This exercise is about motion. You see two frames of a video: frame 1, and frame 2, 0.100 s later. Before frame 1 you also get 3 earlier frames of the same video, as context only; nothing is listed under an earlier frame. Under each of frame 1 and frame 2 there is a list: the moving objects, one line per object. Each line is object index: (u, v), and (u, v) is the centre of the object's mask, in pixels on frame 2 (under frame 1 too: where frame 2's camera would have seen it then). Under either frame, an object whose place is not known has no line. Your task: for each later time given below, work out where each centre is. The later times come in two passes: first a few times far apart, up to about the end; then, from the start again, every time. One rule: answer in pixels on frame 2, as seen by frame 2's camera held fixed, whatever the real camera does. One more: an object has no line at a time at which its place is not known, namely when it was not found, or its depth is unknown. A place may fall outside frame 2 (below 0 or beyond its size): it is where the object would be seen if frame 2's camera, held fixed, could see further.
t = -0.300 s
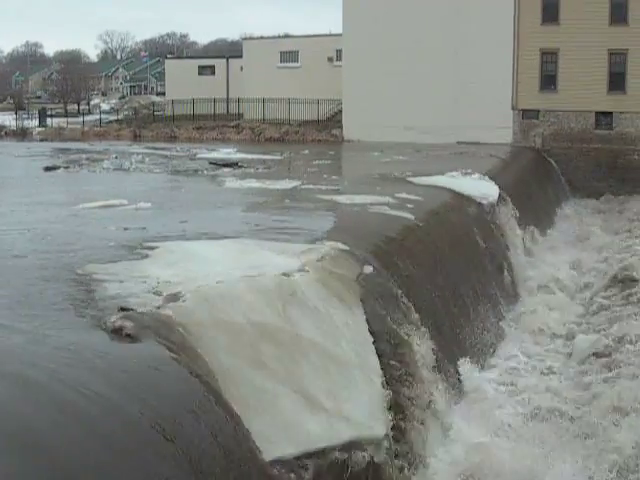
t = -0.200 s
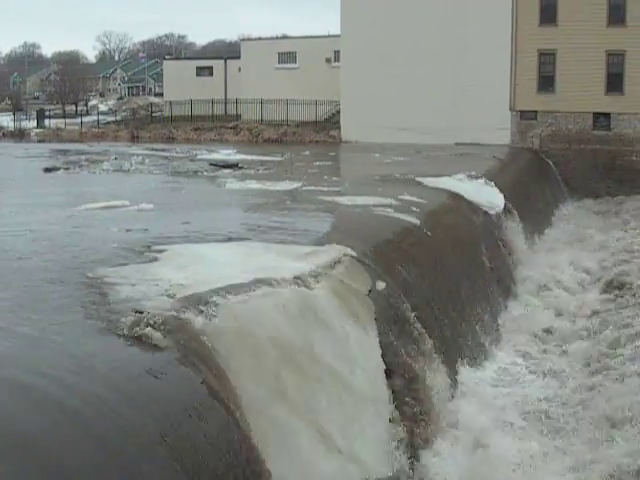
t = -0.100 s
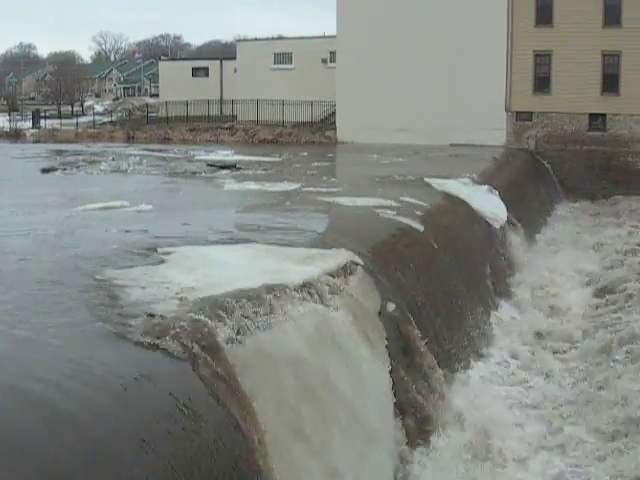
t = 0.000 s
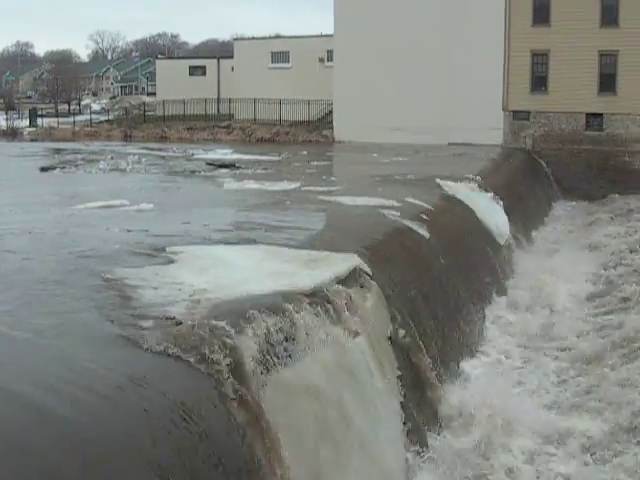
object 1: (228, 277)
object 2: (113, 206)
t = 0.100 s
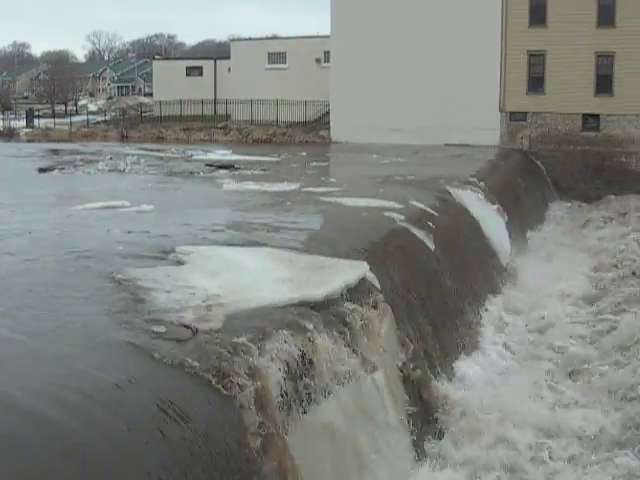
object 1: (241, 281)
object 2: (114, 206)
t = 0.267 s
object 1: (260, 294)
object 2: (120, 206)
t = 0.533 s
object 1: (307, 335)
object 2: (129, 208)
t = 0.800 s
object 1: (358, 384)
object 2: (138, 209)
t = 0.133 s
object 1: (243, 283)
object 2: (116, 206)
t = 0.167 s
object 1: (248, 286)
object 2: (118, 206)
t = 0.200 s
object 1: (253, 288)
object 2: (118, 206)
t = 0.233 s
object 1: (257, 291)
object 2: (119, 206)
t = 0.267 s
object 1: (260, 294)
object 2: (120, 206)
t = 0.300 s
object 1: (267, 297)
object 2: (121, 207)
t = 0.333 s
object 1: (272, 300)
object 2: (122, 207)
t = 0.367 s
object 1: (280, 303)
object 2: (125, 207)
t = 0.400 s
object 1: (285, 308)
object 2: (125, 207)
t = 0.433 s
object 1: (292, 313)
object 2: (127, 207)
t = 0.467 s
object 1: (299, 318)
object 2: (127, 208)
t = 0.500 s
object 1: (302, 328)
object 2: (129, 208)
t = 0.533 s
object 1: (307, 335)
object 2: (129, 208)
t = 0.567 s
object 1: (312, 343)
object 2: (131, 208)
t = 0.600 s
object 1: (318, 351)
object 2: (131, 208)
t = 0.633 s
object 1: (330, 354)
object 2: (132, 208)
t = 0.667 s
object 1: (335, 362)
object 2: (133, 208)
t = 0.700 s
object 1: (344, 367)
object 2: (134, 209)
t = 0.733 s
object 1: (349, 374)
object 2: (135, 209)
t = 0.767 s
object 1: (351, 384)
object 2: (137, 209)
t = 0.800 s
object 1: (358, 384)
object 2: (138, 209)
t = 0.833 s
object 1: (361, 387)
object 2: (139, 210)
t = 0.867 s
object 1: (364, 390)
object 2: (140, 209)
